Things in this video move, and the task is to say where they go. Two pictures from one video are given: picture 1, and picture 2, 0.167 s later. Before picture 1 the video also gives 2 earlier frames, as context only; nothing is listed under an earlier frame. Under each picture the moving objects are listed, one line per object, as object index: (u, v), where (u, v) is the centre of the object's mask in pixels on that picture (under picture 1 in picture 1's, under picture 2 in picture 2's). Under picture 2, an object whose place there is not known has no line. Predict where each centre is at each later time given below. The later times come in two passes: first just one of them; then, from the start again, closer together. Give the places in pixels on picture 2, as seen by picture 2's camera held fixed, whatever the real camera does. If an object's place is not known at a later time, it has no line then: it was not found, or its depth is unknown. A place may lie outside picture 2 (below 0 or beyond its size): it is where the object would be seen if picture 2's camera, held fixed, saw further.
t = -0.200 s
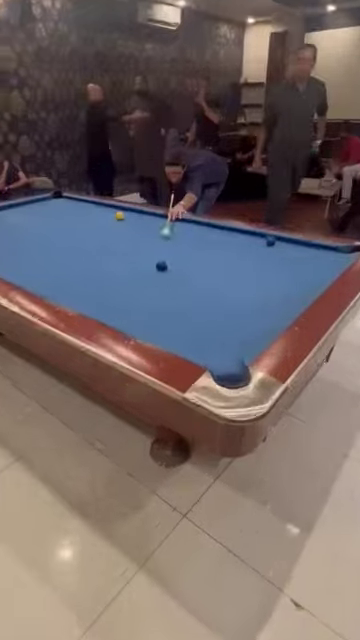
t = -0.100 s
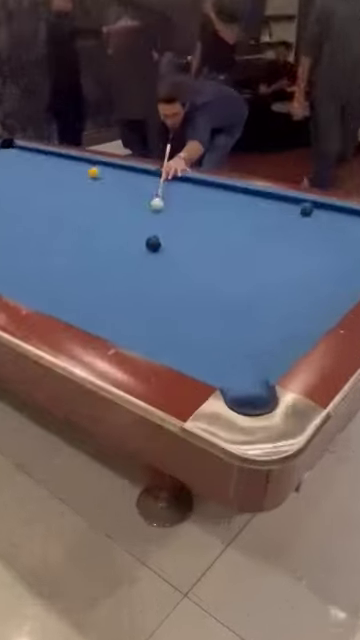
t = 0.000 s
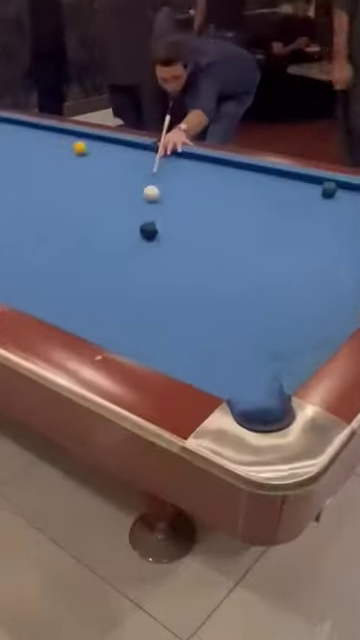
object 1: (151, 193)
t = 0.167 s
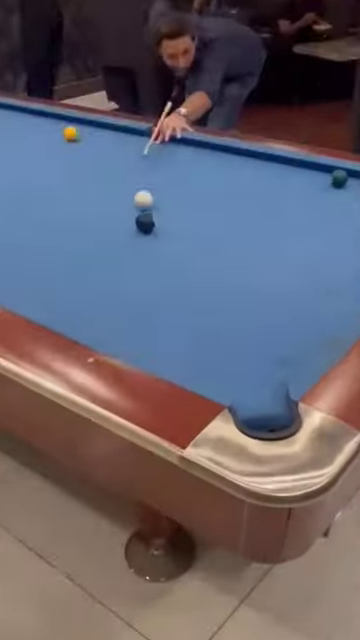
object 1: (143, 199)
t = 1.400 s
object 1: (31, 259)
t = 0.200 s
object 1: (142, 202)
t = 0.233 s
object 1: (141, 206)
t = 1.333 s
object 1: (38, 257)
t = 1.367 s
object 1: (34, 258)
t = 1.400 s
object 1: (31, 259)
